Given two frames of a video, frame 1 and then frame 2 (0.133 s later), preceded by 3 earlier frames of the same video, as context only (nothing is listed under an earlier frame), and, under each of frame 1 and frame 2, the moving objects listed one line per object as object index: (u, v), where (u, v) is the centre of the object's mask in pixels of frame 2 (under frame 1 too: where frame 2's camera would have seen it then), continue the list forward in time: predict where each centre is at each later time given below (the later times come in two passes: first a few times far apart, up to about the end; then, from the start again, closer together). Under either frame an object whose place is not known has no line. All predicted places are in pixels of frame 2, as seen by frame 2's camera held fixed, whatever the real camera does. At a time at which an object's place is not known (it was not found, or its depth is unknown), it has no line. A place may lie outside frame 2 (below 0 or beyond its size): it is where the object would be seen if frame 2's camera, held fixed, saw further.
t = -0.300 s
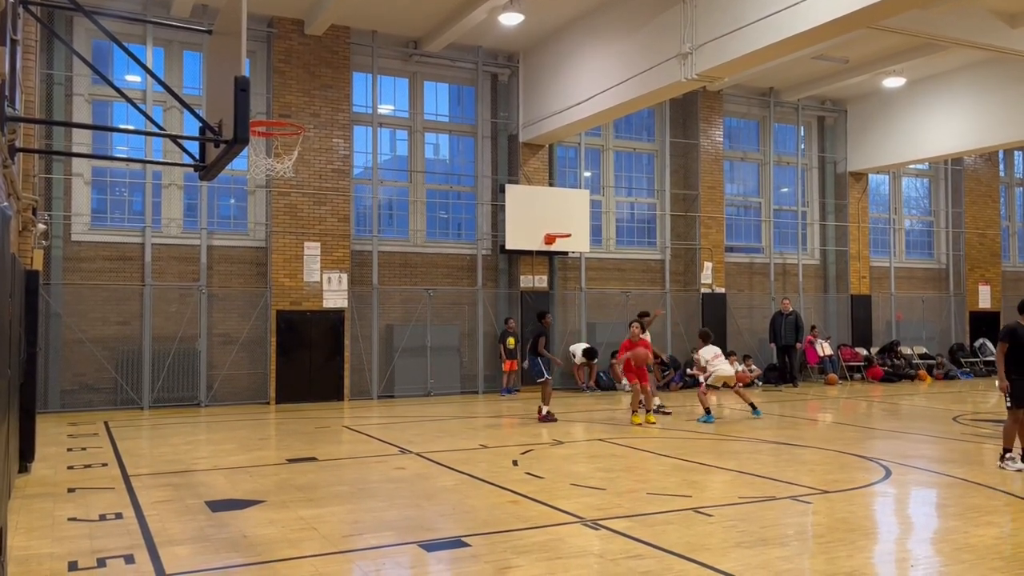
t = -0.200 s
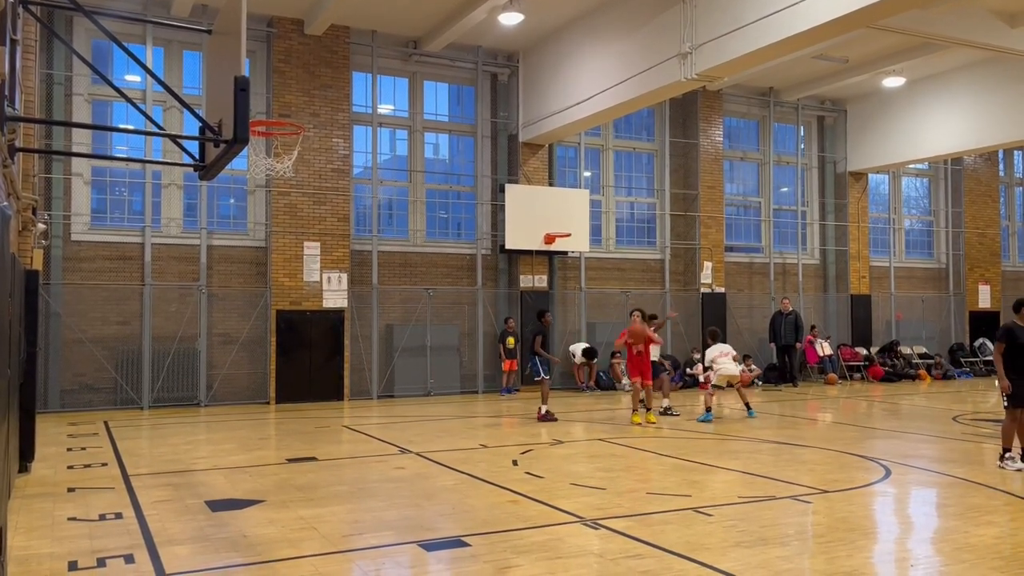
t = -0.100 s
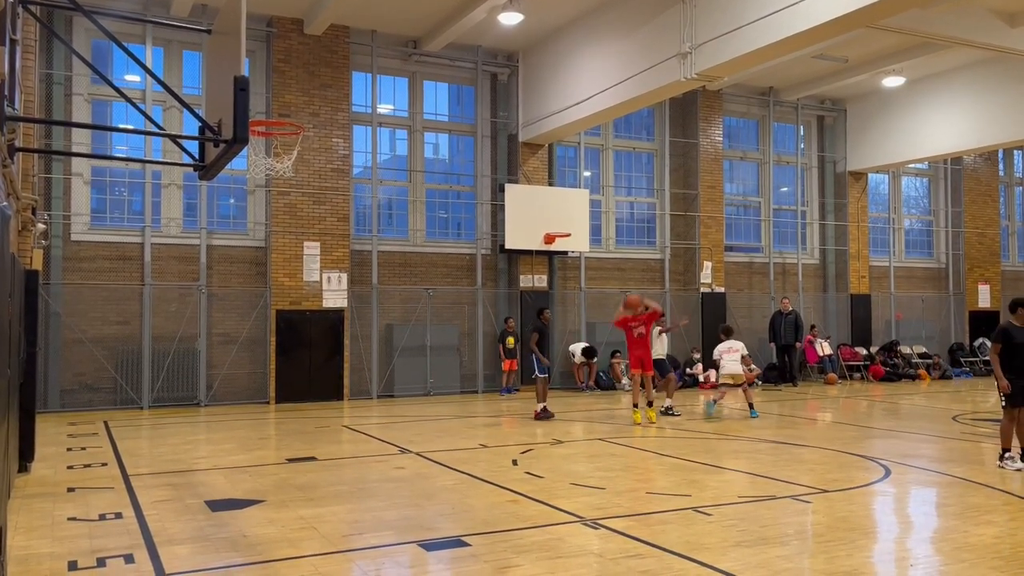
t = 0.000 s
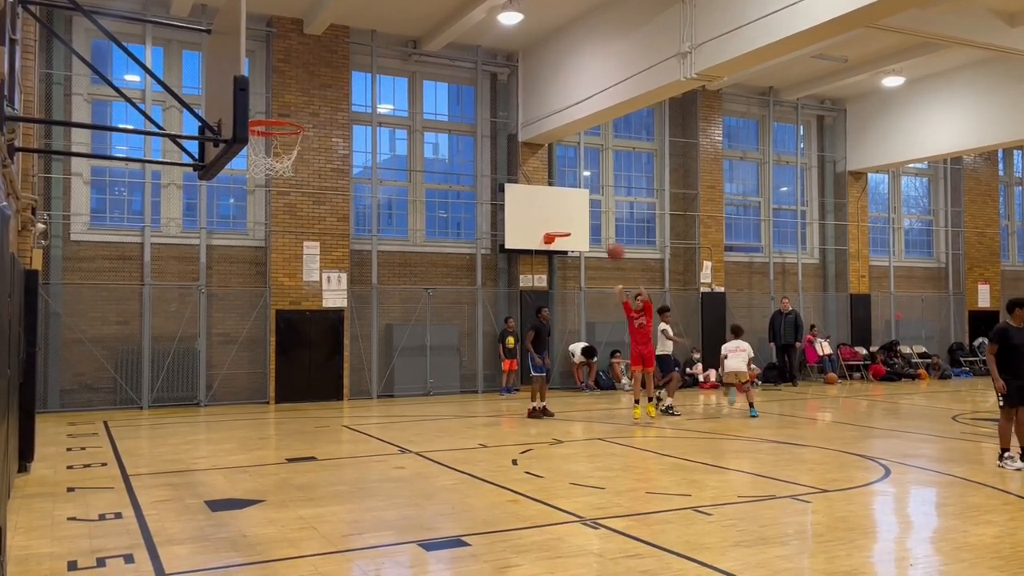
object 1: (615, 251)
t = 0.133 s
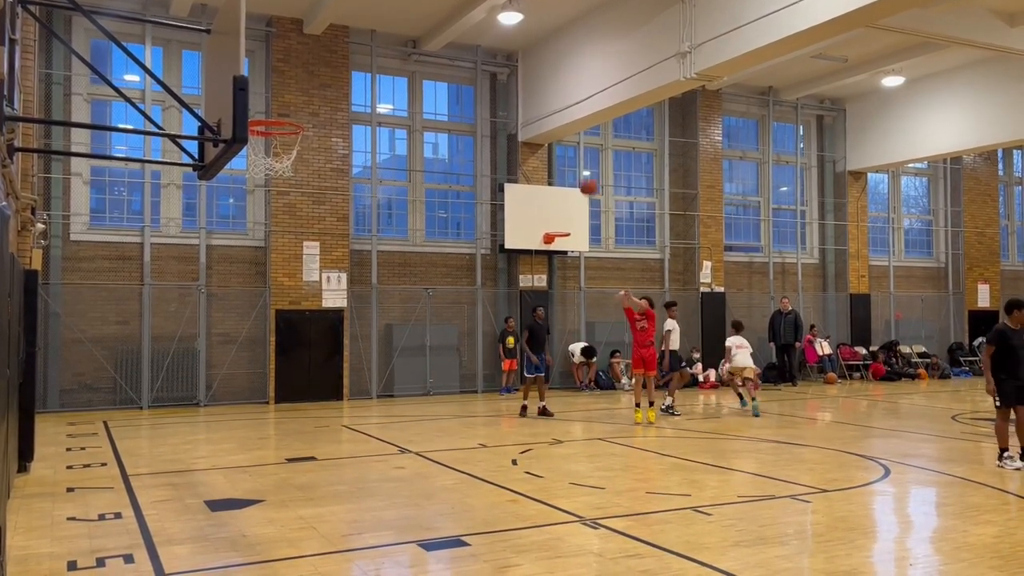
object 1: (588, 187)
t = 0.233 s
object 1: (567, 144)
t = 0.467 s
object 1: (510, 66)
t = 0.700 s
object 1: (445, 27)
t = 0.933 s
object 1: (368, 37)
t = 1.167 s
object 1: (279, 107)
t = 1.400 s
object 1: (311, 103)
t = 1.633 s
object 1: (396, 127)
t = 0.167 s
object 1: (581, 172)
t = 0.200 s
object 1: (574, 158)
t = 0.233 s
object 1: (567, 144)
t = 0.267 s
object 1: (559, 131)
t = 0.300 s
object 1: (552, 118)
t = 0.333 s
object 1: (544, 106)
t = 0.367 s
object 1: (535, 95)
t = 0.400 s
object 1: (527, 85)
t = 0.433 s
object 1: (519, 75)
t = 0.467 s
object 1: (510, 66)
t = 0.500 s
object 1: (503, 59)
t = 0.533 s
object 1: (492, 51)
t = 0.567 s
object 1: (483, 45)
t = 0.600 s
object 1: (474, 39)
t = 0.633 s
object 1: (465, 34)
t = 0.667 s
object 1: (455, 30)
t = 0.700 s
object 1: (445, 27)
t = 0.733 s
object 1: (434, 25)
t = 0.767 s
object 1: (424, 24)
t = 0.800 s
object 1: (414, 25)
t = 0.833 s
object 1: (403, 26)
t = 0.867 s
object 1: (391, 28)
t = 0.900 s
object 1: (380, 32)
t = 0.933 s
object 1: (368, 37)
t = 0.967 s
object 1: (358, 41)
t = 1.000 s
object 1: (344, 50)
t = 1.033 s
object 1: (332, 57)
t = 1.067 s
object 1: (319, 67)
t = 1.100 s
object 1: (306, 79)
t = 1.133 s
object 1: (293, 92)
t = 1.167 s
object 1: (279, 107)
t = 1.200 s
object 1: (265, 113)
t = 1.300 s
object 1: (275, 110)
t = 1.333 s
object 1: (288, 109)
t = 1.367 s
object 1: (299, 105)
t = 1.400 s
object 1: (311, 103)
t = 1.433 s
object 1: (323, 103)
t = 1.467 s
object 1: (335, 104)
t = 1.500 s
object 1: (347, 105)
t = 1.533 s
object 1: (361, 110)
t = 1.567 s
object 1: (372, 114)
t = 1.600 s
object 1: (384, 120)
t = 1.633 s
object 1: (396, 127)
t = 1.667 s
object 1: (409, 136)
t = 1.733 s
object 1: (432, 158)
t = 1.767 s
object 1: (444, 171)
